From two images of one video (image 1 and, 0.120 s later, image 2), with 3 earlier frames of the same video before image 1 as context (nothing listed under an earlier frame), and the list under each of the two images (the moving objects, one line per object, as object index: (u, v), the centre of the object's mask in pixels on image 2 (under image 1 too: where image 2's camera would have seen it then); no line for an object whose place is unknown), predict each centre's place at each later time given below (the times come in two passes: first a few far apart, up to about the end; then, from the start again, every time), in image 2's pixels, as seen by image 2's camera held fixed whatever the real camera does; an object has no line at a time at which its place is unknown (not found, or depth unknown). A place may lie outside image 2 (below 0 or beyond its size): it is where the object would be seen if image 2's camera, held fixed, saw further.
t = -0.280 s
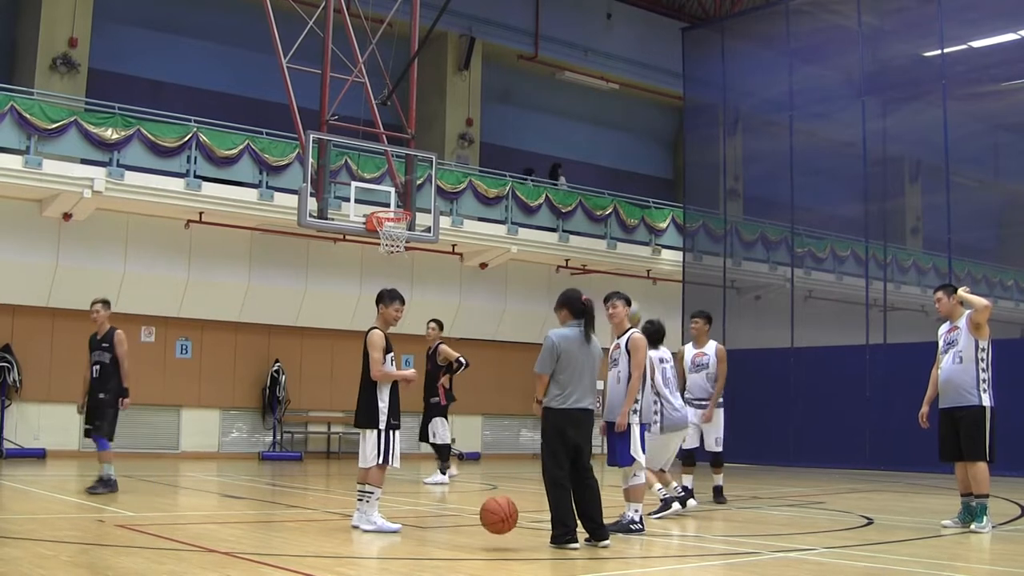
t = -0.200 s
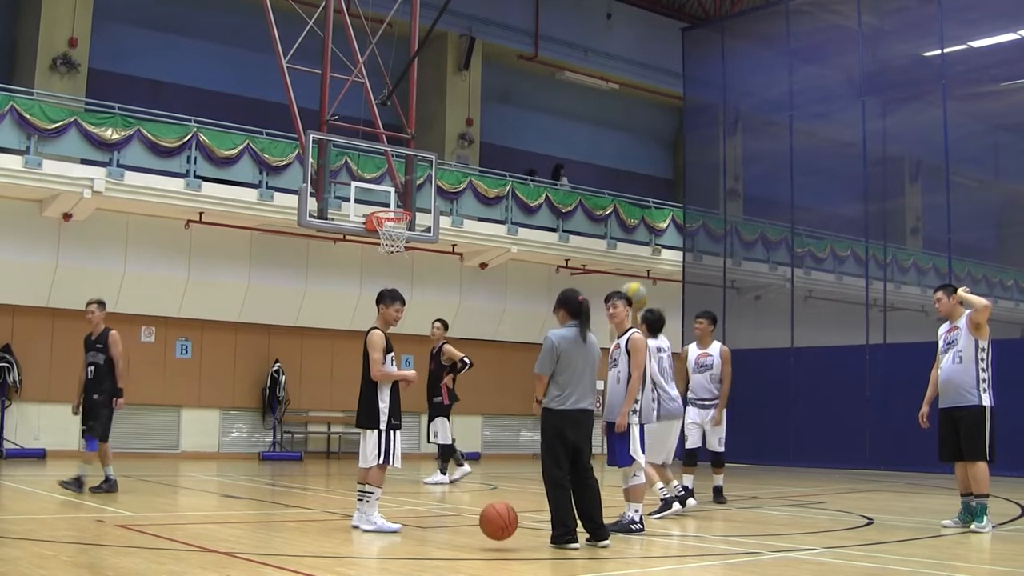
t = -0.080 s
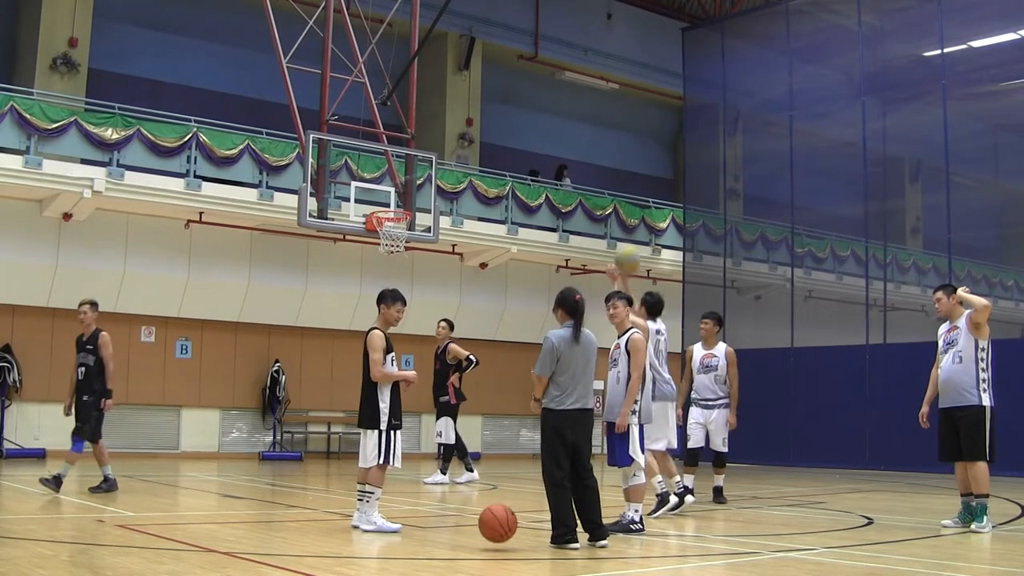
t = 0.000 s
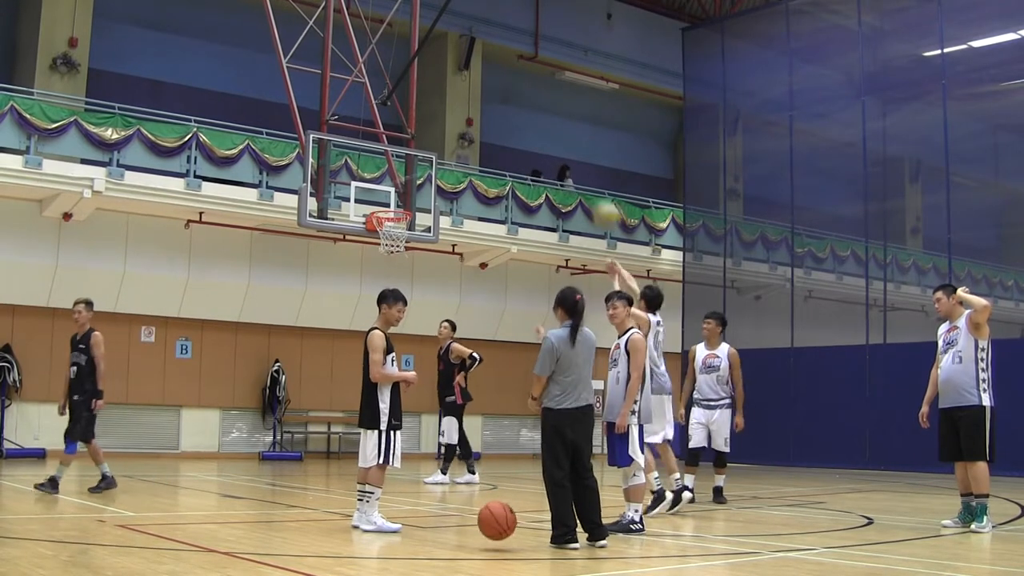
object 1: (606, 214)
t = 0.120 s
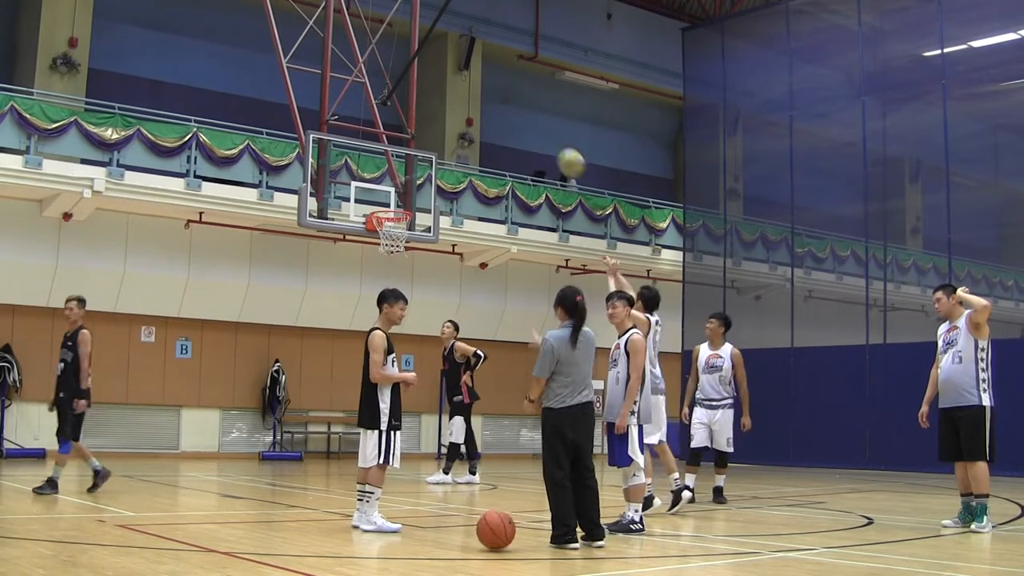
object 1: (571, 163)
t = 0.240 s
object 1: (539, 127)
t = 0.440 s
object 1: (491, 104)
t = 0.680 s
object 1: (438, 123)
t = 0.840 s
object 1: (406, 161)
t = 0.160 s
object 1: (560, 149)
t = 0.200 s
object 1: (549, 137)
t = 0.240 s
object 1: (539, 127)
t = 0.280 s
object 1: (529, 119)
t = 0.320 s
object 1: (520, 114)
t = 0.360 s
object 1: (510, 109)
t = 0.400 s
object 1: (500, 106)
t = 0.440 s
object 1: (491, 104)
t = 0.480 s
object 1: (483, 103)
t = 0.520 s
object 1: (473, 105)
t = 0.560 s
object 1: (464, 105)
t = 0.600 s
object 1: (455, 108)
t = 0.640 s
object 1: (447, 116)
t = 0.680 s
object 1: (438, 123)
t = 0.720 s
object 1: (430, 131)
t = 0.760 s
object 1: (422, 139)
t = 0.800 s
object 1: (414, 149)
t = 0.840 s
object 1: (406, 161)
